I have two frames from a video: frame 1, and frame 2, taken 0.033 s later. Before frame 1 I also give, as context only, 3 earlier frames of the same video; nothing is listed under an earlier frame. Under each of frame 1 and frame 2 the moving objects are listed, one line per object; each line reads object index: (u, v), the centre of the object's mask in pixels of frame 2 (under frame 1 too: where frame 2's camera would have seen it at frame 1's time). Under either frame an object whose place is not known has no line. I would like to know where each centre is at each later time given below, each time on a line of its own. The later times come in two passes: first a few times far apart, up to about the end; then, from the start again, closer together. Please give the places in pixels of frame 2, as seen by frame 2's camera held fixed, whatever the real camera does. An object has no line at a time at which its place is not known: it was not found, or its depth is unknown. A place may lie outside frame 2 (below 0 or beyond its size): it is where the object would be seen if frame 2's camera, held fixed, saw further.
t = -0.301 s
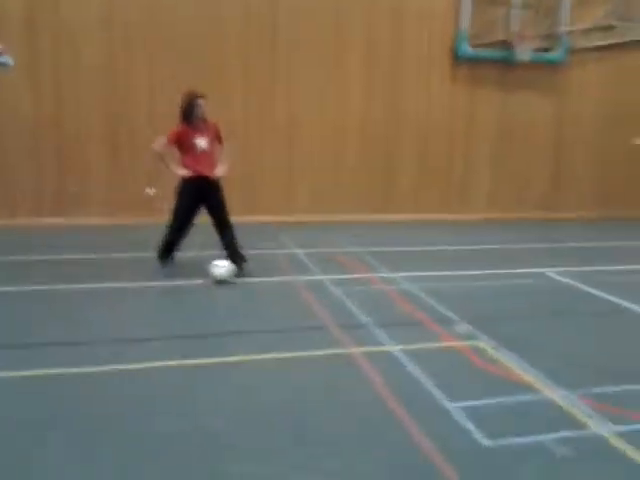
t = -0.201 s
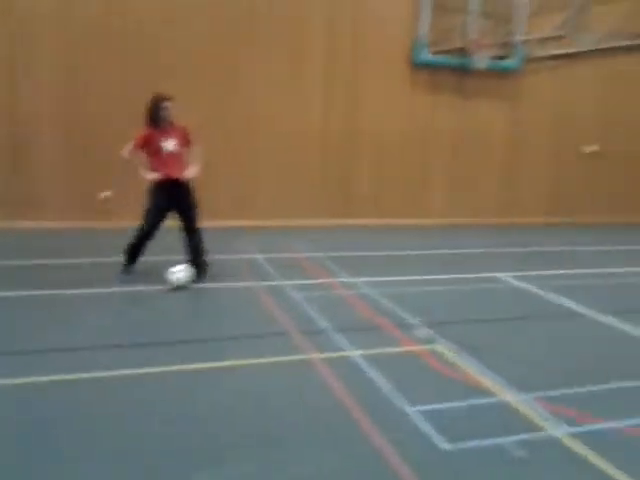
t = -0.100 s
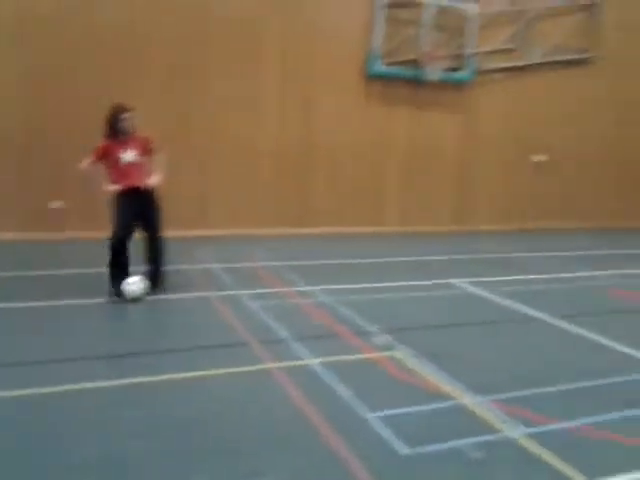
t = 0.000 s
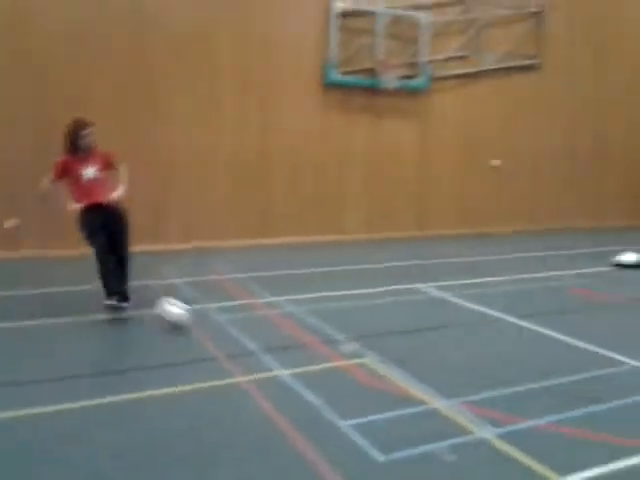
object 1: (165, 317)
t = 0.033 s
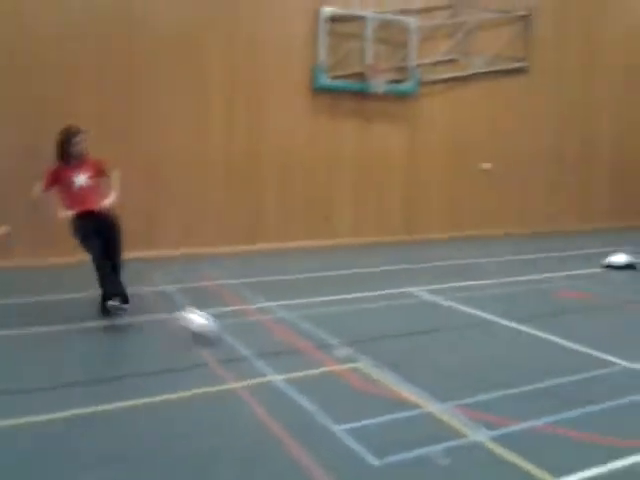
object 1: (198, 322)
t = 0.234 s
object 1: (393, 350)
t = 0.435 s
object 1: (609, 379)
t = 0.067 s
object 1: (228, 329)
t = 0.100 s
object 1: (262, 332)
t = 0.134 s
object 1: (292, 336)
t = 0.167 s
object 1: (324, 340)
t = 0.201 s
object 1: (356, 344)
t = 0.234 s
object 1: (393, 350)
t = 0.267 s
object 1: (428, 356)
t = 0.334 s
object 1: (499, 364)
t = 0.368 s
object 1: (536, 369)
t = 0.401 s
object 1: (573, 375)
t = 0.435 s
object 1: (609, 379)
